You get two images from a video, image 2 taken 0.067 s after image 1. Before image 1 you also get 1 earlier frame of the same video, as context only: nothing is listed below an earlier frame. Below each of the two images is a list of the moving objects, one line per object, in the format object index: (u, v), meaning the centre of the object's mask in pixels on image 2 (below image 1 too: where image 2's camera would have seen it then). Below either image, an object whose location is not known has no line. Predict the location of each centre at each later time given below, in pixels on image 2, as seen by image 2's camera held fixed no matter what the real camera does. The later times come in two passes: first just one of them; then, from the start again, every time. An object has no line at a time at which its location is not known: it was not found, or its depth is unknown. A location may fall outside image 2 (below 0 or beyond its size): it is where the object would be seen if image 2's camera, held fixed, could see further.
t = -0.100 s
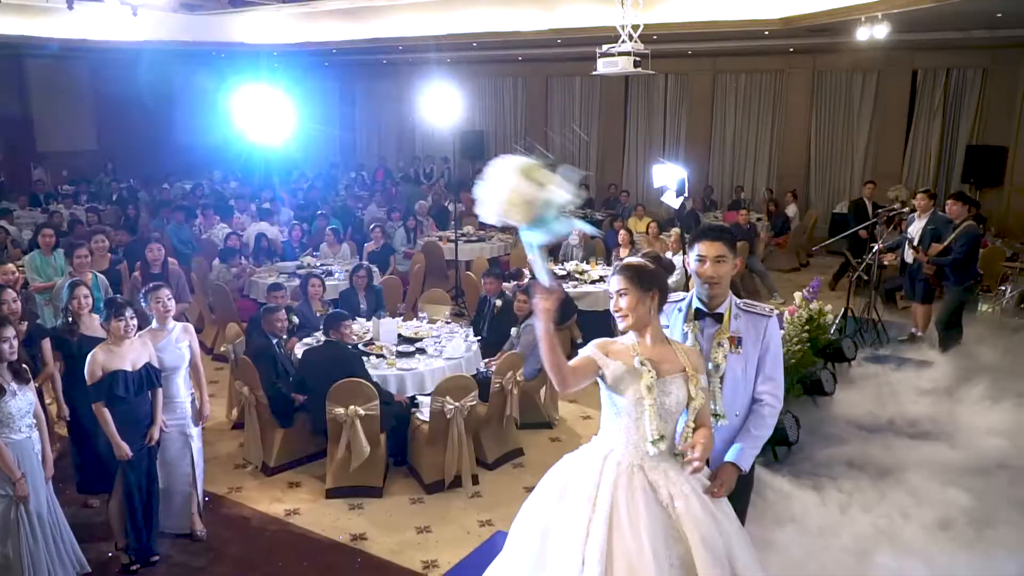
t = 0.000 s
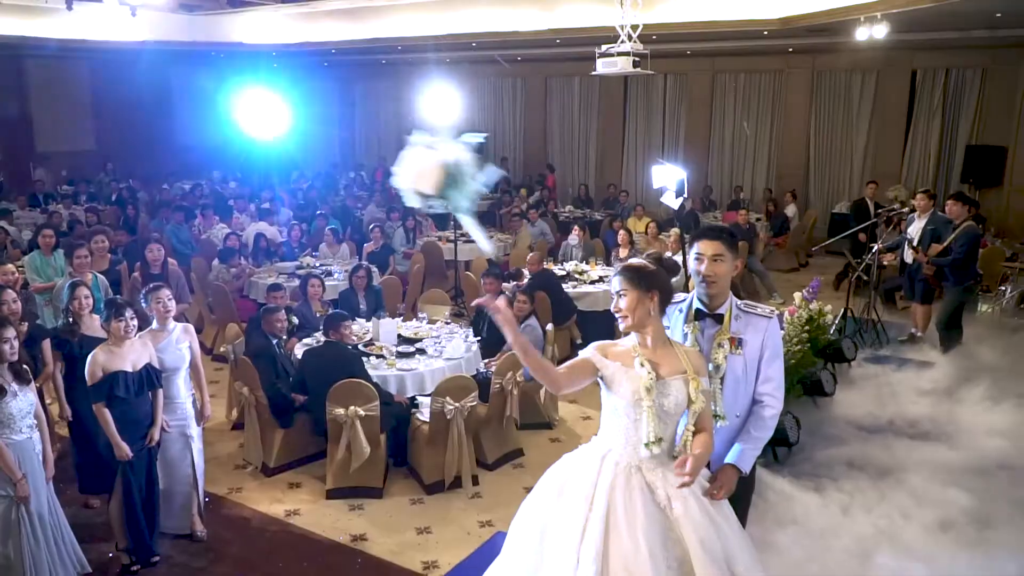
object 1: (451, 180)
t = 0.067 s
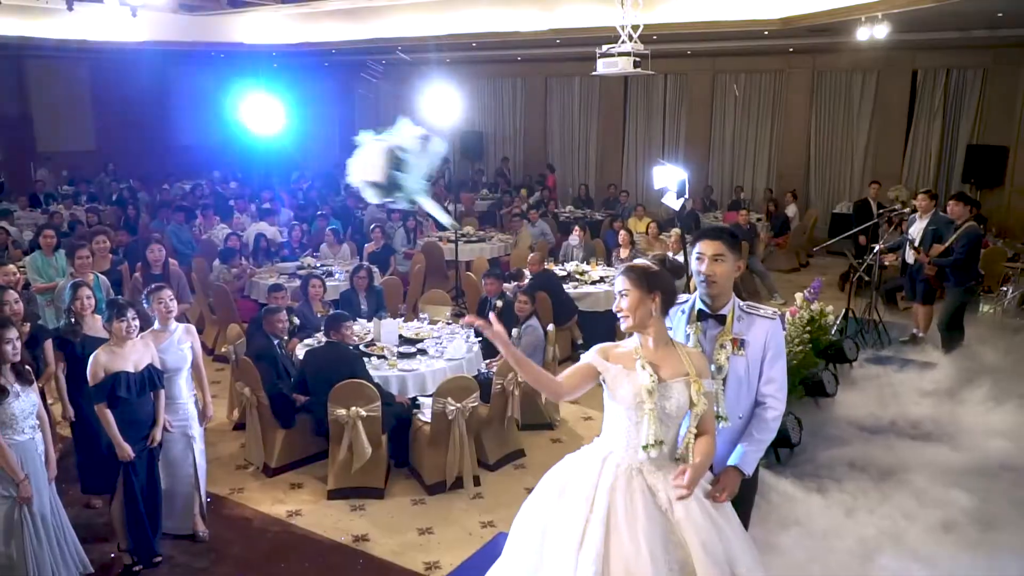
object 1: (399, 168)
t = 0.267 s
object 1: (279, 168)
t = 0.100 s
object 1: (375, 165)
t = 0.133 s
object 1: (352, 163)
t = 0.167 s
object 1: (332, 164)
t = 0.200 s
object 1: (312, 165)
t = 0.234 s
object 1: (293, 166)
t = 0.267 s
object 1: (279, 168)
